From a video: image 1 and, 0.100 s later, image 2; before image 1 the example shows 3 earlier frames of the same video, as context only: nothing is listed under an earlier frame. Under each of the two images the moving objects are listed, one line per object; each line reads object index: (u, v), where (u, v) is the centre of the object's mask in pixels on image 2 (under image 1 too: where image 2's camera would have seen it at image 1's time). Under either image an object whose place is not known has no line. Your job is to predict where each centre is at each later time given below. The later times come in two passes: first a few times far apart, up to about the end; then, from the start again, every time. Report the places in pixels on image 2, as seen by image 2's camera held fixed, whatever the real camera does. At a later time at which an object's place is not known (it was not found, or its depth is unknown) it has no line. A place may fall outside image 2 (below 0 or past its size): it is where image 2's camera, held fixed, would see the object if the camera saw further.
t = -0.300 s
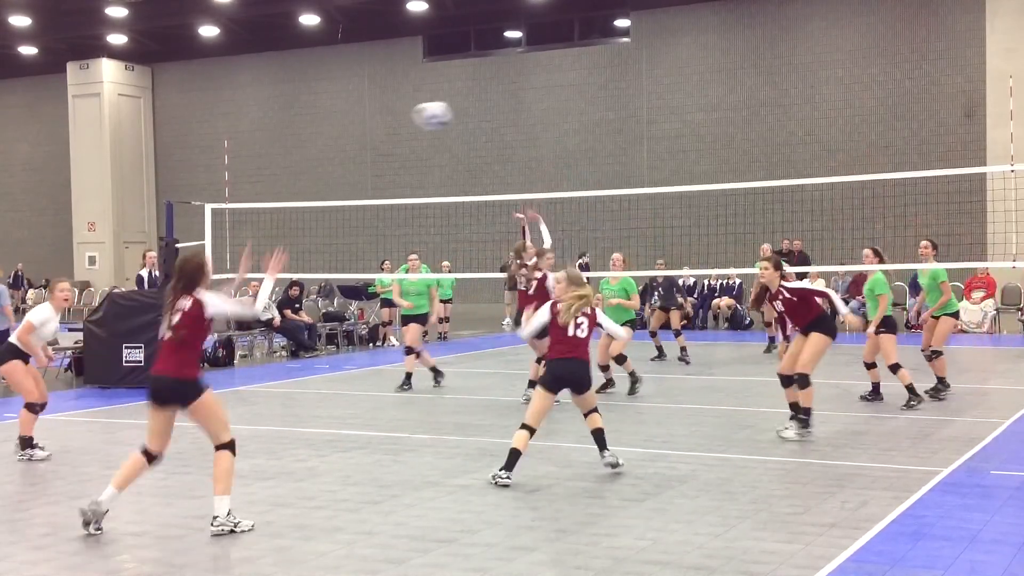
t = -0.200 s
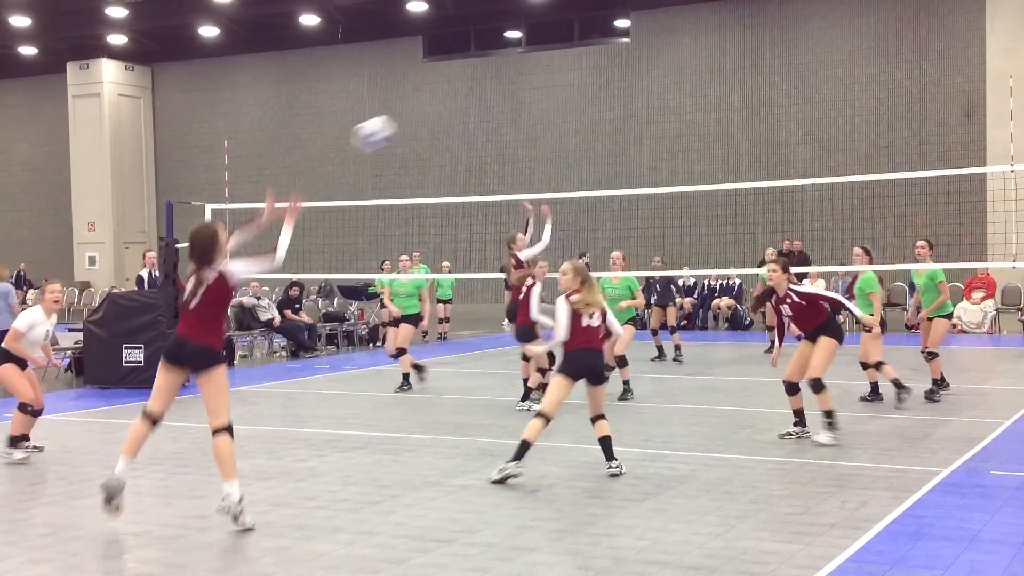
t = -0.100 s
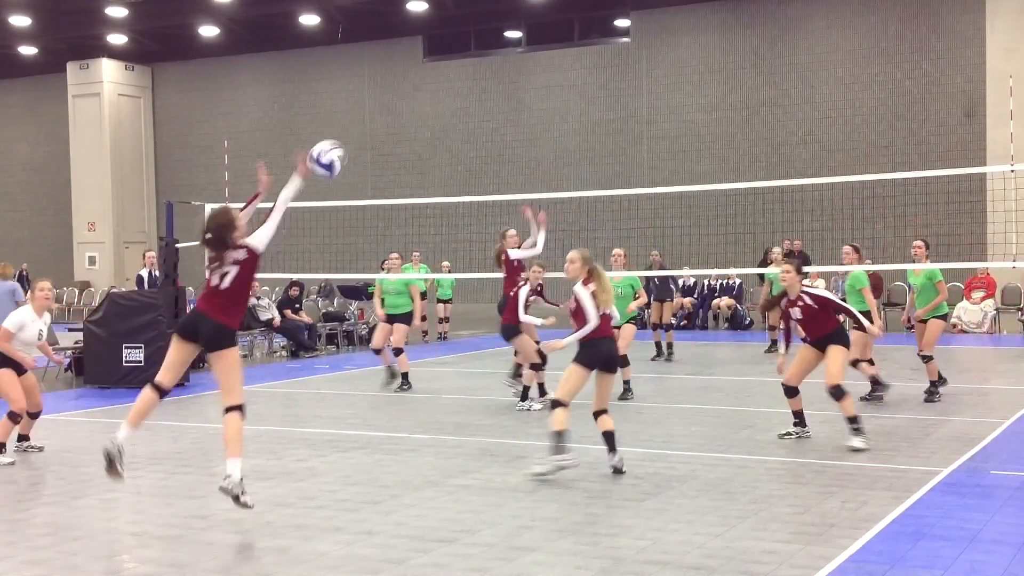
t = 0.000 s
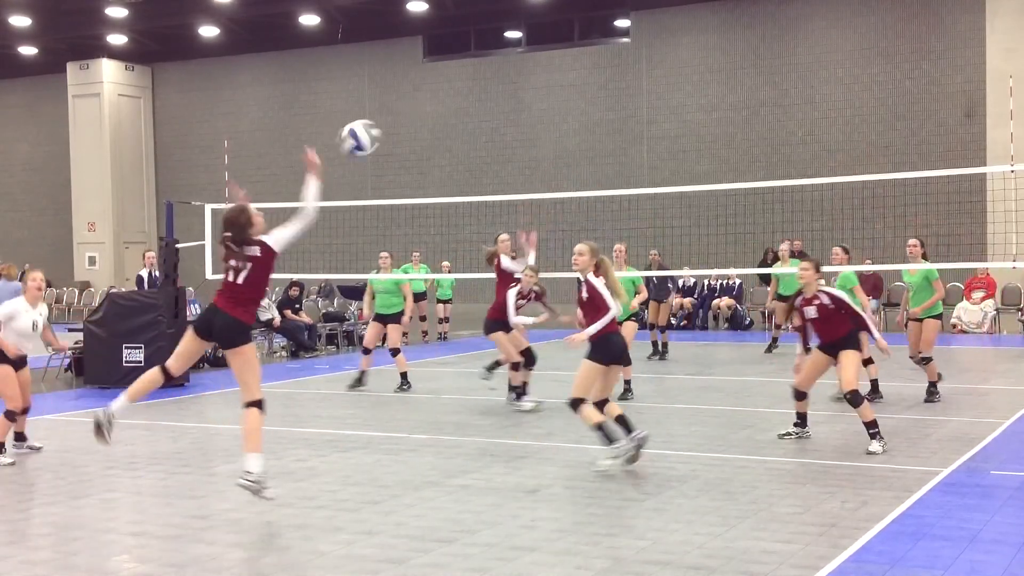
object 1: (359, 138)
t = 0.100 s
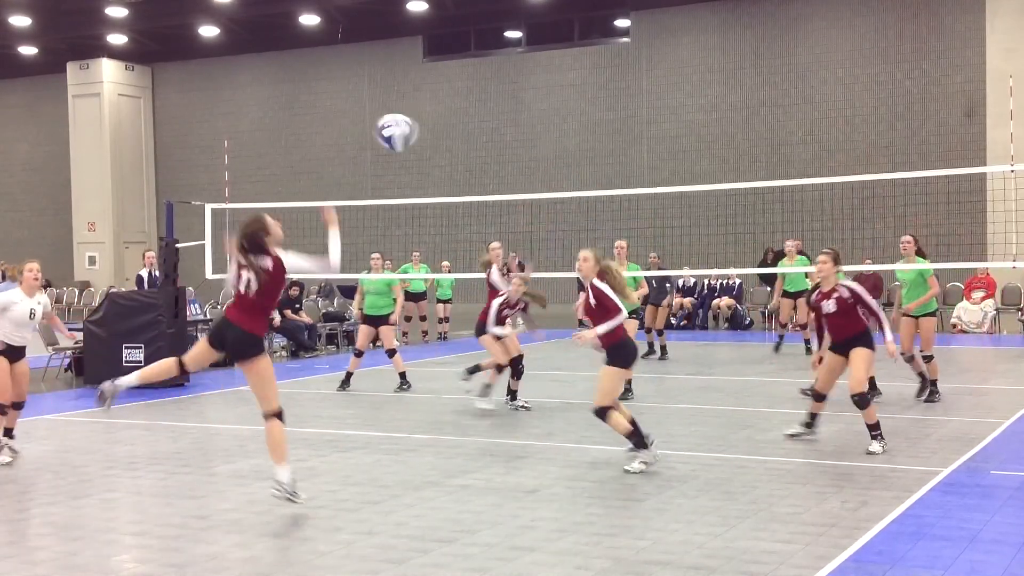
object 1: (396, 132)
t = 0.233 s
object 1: (448, 151)
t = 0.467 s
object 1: (547, 269)
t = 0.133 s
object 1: (410, 134)
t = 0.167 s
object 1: (422, 137)
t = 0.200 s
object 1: (435, 143)
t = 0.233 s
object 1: (448, 151)
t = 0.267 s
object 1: (462, 161)
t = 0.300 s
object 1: (475, 172)
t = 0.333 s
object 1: (489, 186)
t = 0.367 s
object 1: (504, 204)
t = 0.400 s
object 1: (519, 224)
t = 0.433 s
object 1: (532, 243)
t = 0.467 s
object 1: (547, 269)
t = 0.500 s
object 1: (560, 298)
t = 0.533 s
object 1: (576, 326)
